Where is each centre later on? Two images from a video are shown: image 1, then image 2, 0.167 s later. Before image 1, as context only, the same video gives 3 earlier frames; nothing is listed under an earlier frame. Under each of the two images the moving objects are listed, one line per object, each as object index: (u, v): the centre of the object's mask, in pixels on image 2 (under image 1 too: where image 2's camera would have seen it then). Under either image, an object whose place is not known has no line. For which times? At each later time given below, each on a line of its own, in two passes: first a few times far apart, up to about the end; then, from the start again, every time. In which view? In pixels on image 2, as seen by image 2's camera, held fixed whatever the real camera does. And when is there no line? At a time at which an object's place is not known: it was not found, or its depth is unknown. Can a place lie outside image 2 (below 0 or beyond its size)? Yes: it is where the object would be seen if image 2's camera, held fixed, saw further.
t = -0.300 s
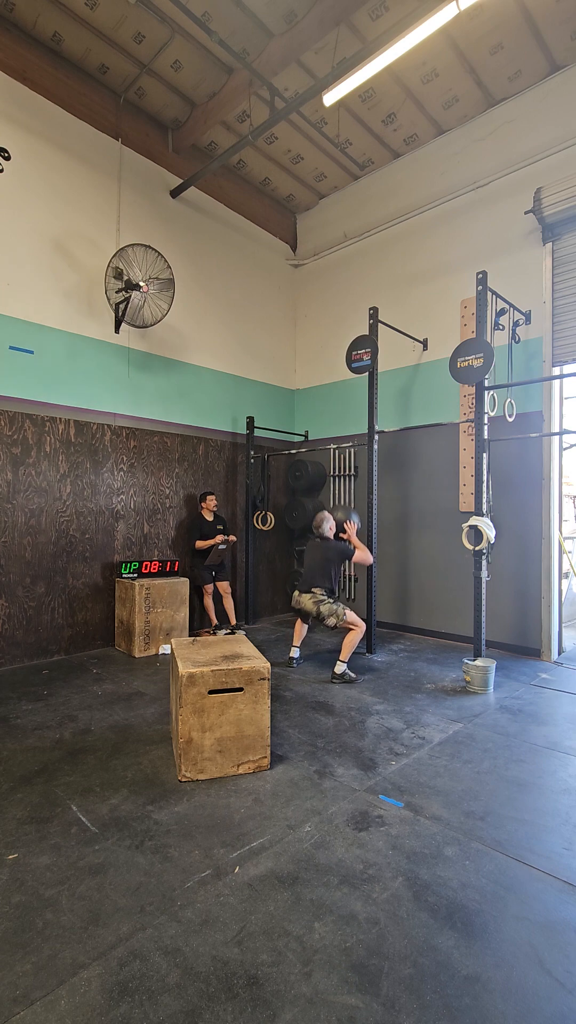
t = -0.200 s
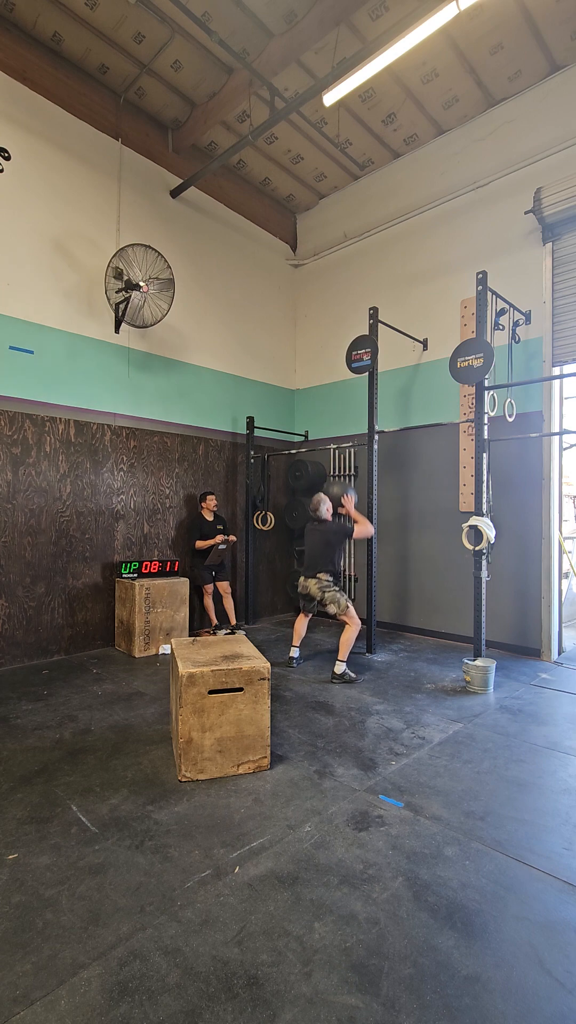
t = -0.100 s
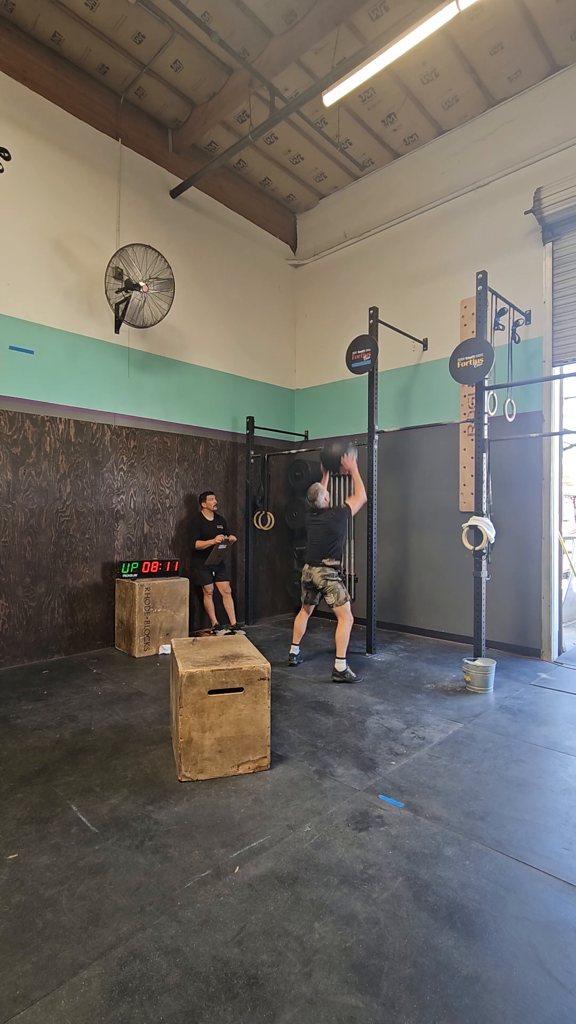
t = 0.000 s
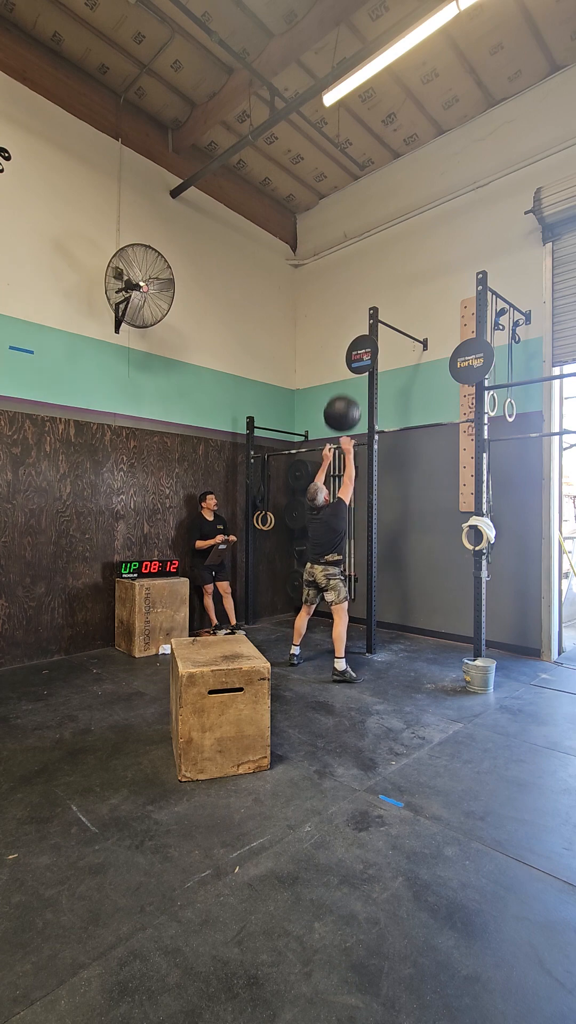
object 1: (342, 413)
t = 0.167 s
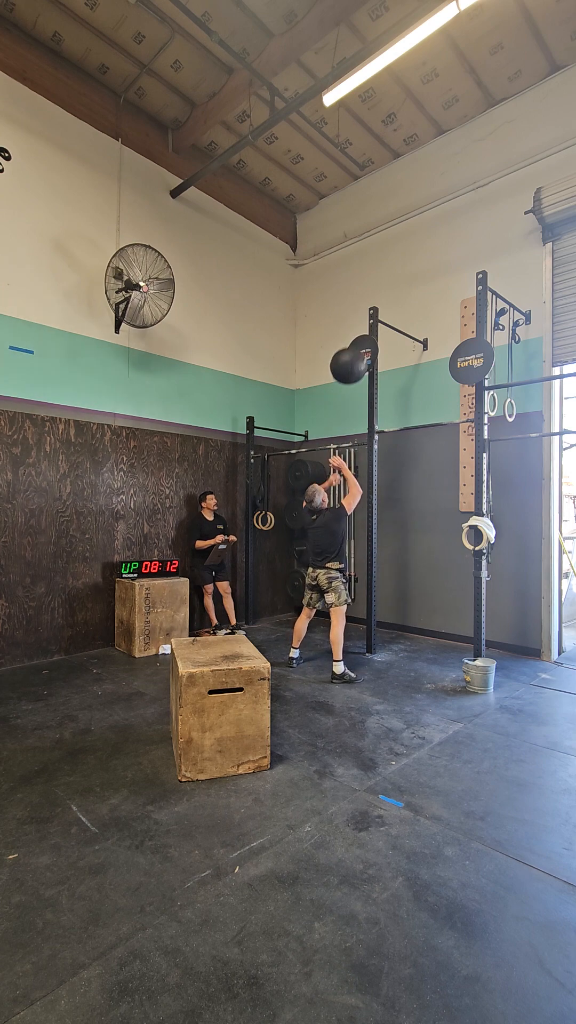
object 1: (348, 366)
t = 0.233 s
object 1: (356, 354)
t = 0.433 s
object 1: (357, 350)
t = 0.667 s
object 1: (349, 383)
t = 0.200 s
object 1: (349, 360)
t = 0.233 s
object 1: (356, 354)
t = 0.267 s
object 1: (356, 352)
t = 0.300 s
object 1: (357, 351)
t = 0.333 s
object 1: (357, 350)
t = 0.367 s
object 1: (357, 350)
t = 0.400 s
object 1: (357, 349)
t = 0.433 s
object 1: (357, 350)
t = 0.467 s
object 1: (356, 351)
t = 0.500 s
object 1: (356, 353)
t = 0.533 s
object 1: (356, 354)
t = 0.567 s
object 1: (356, 357)
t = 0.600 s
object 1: (350, 367)
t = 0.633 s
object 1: (350, 375)
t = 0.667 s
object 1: (349, 383)
